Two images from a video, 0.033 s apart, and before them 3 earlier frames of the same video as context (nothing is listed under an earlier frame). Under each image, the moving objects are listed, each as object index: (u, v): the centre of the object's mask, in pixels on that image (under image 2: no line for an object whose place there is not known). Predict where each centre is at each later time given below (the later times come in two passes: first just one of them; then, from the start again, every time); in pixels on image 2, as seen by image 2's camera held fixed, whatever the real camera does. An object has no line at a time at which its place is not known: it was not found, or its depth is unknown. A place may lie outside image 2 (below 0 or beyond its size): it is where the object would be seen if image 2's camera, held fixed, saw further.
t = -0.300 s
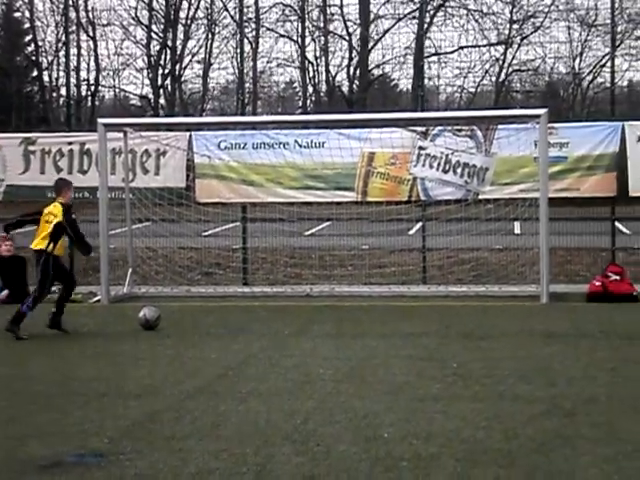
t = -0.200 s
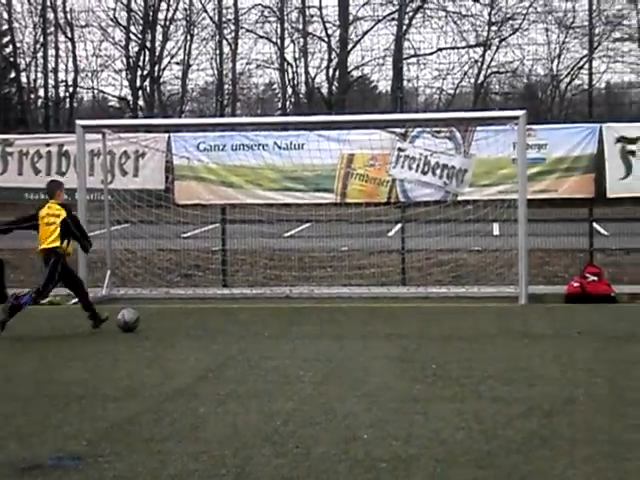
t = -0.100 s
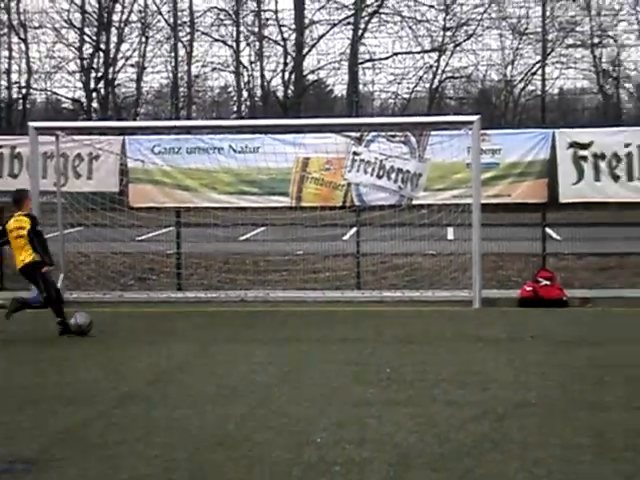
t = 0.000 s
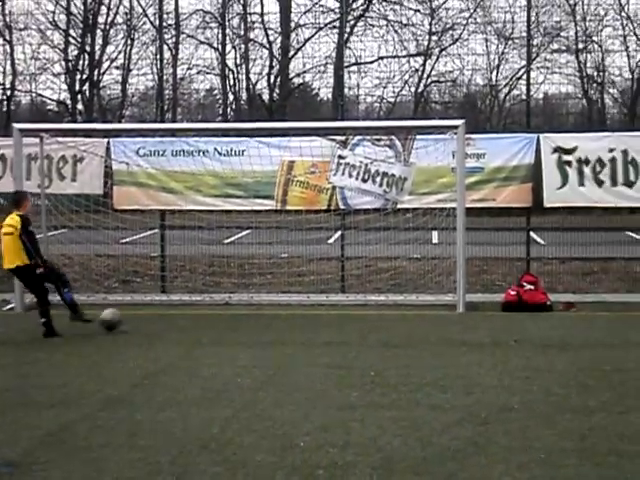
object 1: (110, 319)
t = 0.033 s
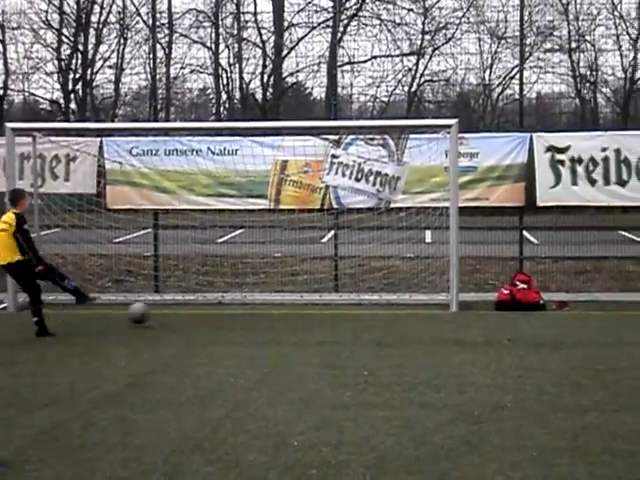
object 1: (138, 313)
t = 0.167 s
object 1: (255, 301)
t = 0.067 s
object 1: (171, 310)
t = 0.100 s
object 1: (201, 307)
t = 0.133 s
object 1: (229, 306)
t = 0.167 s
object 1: (255, 301)
